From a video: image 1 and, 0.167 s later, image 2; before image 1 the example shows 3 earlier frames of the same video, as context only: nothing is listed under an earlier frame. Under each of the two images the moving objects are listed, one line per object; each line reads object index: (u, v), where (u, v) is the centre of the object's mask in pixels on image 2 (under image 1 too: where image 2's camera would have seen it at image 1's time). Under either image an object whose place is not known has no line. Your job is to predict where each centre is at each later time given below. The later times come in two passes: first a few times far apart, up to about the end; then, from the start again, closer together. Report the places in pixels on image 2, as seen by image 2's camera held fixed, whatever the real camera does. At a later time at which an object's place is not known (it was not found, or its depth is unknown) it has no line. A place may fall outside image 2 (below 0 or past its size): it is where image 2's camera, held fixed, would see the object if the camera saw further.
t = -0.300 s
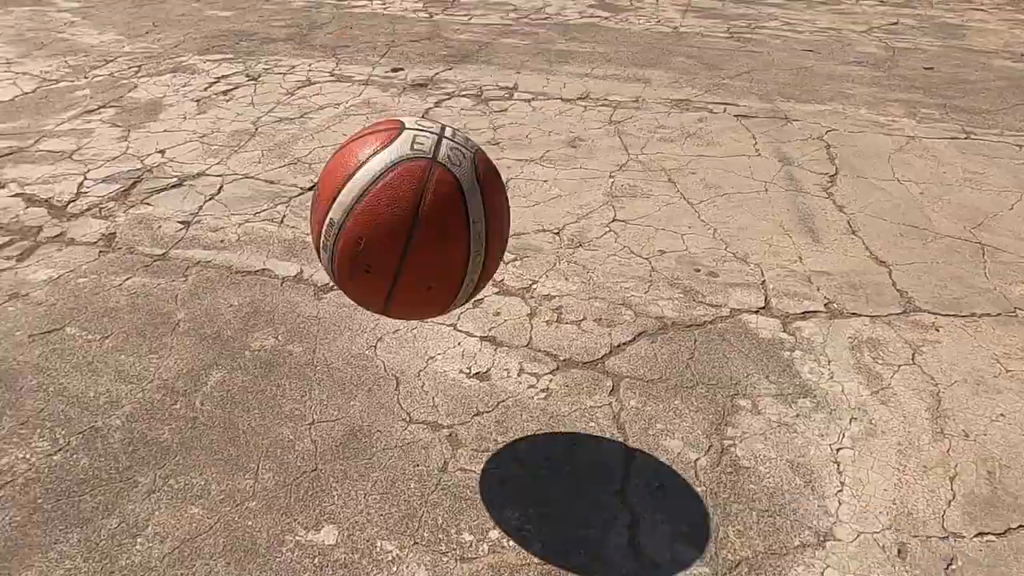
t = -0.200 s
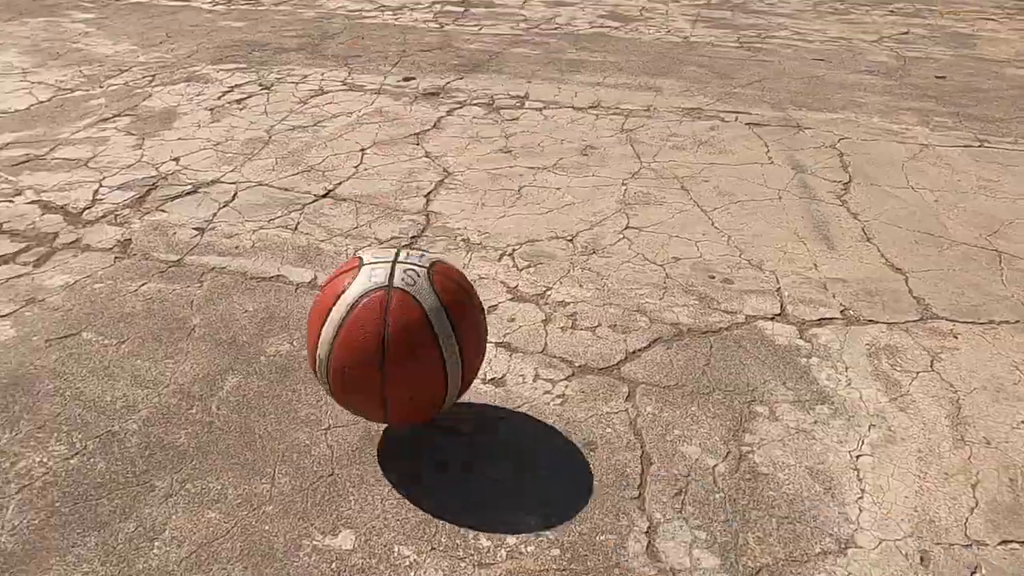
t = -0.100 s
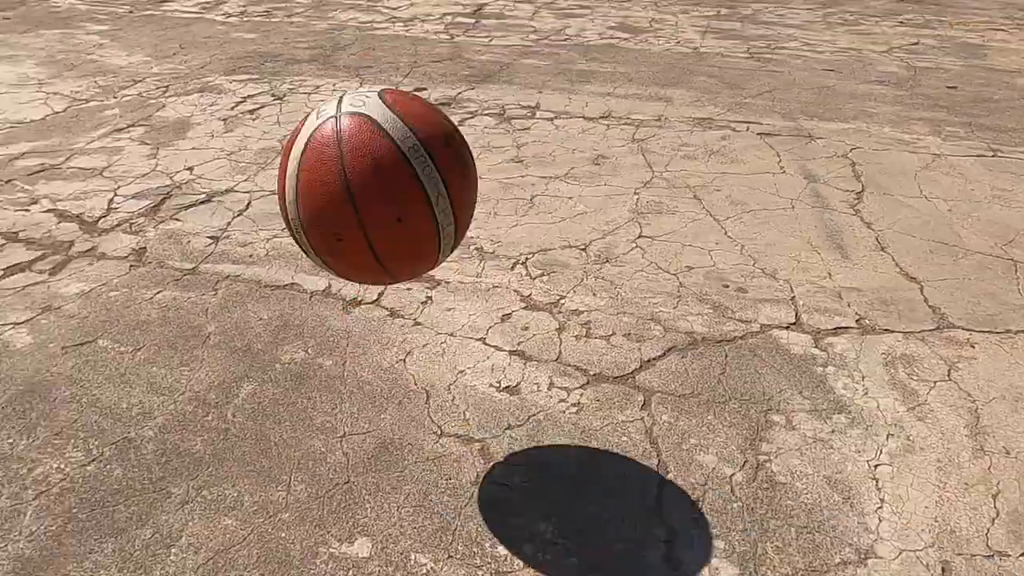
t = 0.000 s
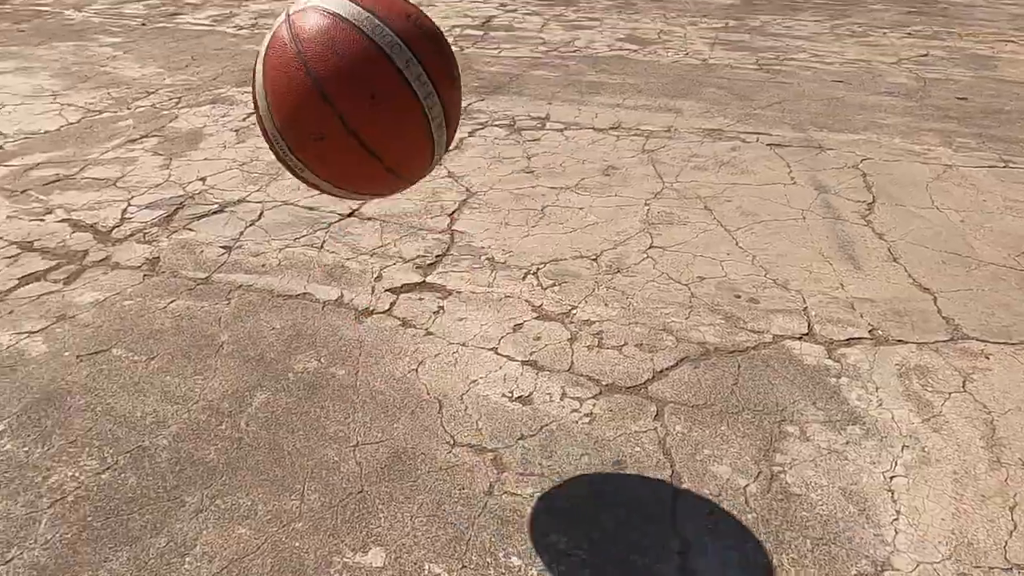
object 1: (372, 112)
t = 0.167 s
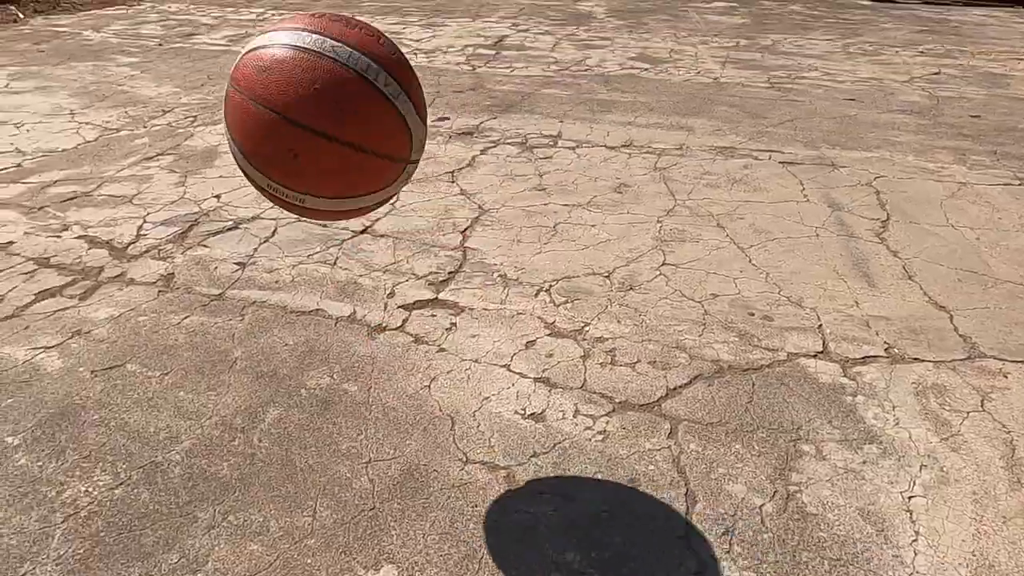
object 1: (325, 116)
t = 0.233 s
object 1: (313, 179)
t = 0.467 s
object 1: (271, 237)
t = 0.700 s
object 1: (224, 165)
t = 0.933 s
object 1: (208, 271)
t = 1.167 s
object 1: (163, 192)
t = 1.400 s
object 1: (140, 235)
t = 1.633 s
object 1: (103, 234)
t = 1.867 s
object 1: (49, 204)
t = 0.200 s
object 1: (319, 145)
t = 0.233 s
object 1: (313, 179)
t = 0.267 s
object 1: (309, 221)
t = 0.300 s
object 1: (306, 267)
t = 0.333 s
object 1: (304, 318)
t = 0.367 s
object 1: (302, 365)
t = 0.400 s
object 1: (291, 319)
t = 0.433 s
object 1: (281, 275)
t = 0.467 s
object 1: (271, 237)
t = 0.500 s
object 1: (261, 204)
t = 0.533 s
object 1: (252, 179)
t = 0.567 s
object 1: (244, 160)
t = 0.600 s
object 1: (237, 149)
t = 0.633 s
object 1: (231, 146)
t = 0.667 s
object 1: (227, 152)
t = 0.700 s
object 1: (224, 165)
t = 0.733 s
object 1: (222, 186)
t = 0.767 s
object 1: (221, 213)
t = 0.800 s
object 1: (222, 247)
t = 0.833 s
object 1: (224, 285)
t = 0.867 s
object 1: (227, 328)
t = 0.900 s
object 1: (219, 307)
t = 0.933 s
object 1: (208, 271)
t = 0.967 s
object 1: (198, 240)
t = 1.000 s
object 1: (189, 215)
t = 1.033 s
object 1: (181, 196)
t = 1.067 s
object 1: (174, 184)
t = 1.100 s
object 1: (169, 180)
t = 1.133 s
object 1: (165, 182)
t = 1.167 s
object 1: (163, 192)
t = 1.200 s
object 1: (162, 208)
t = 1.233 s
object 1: (162, 231)
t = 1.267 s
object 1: (164, 259)
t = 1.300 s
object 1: (167, 292)
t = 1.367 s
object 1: (150, 260)
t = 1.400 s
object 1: (140, 235)
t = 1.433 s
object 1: (130, 216)
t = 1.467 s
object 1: (122, 203)
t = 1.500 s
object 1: (115, 197)
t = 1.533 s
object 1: (110, 197)
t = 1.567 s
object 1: (106, 203)
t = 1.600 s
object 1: (104, 216)
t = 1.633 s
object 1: (103, 234)
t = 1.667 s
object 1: (104, 258)
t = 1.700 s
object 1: (105, 281)
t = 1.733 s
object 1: (91, 254)
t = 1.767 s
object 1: (78, 233)
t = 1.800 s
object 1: (66, 217)
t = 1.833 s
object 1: (56, 207)
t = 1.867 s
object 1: (49, 204)
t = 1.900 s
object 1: (45, 206)
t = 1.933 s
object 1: (41, 214)
